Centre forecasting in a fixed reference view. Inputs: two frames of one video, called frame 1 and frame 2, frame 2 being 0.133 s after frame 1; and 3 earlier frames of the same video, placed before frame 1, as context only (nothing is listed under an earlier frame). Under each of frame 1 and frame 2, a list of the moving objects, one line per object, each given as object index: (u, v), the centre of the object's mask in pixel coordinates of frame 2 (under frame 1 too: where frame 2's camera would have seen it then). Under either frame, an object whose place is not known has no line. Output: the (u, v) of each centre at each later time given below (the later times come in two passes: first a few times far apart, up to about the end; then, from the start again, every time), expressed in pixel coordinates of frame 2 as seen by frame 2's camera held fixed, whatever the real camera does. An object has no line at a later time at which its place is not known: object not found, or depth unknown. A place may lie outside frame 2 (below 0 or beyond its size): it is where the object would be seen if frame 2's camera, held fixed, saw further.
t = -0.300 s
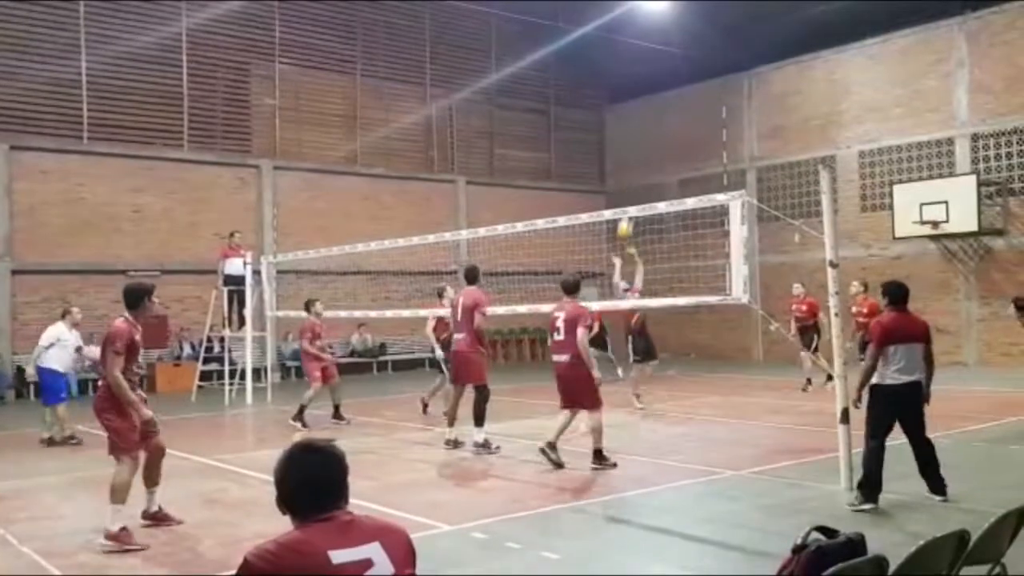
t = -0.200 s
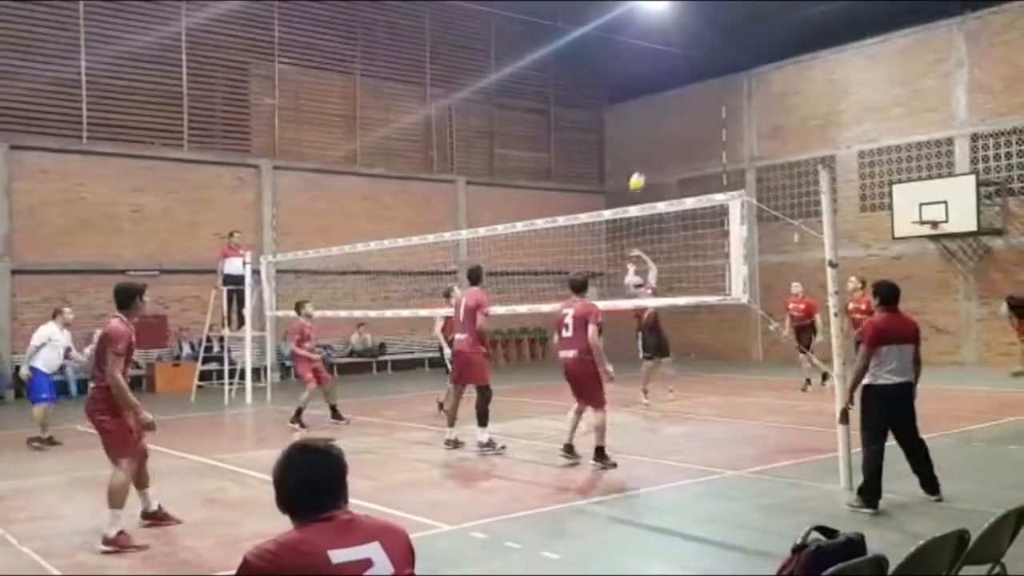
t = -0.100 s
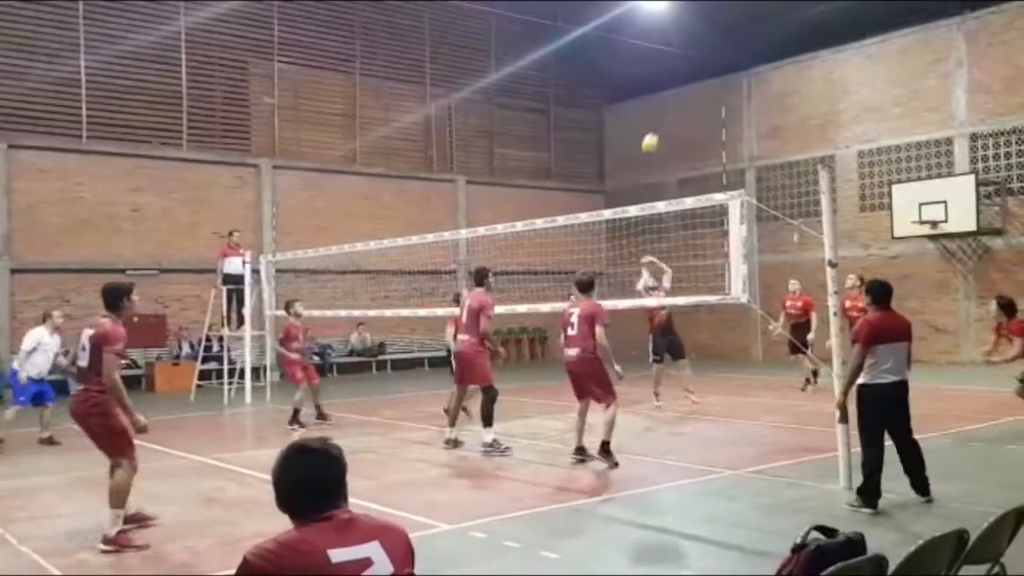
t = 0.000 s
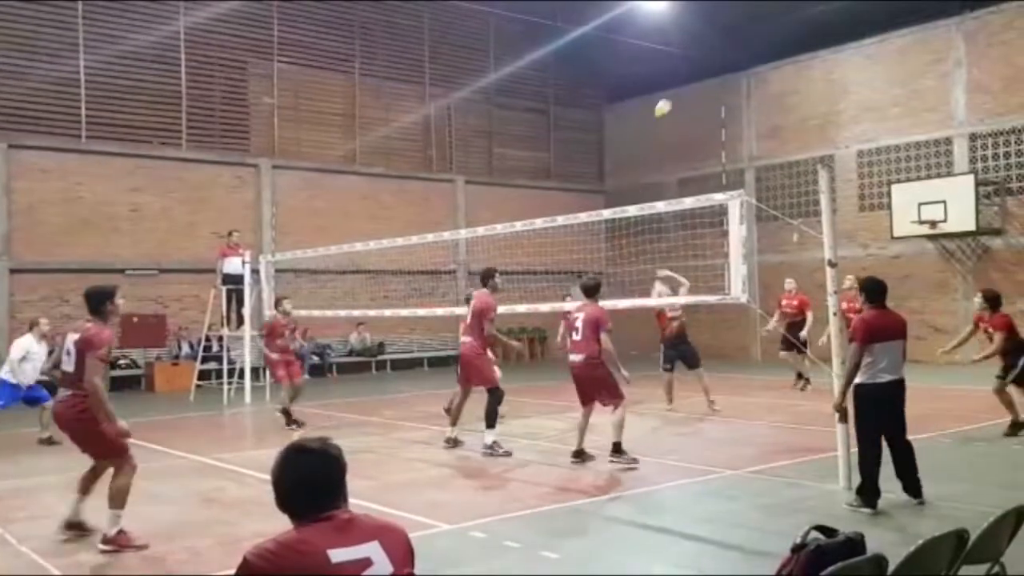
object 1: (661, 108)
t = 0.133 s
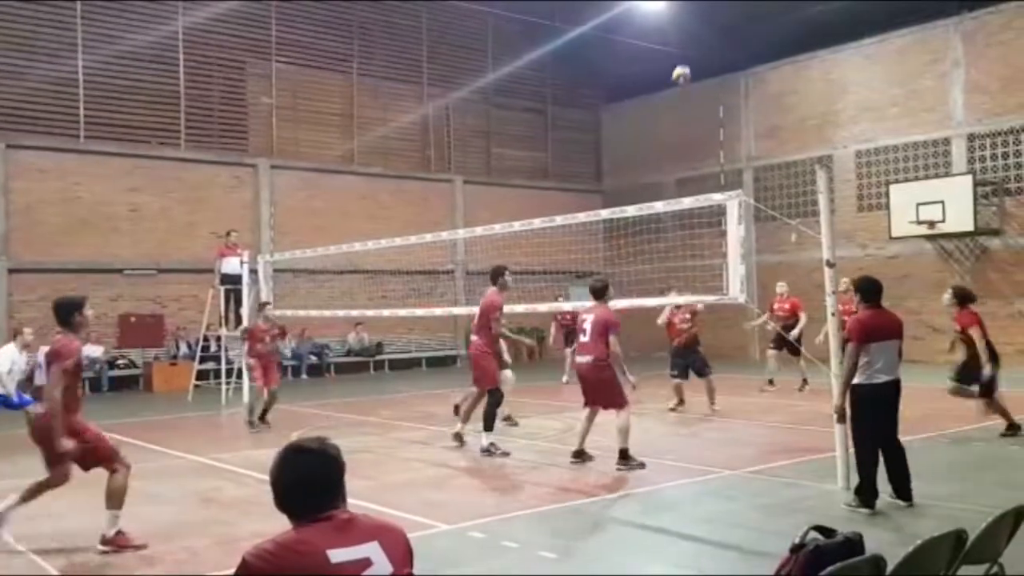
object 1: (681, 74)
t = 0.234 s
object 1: (697, 56)
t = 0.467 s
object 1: (736, 41)
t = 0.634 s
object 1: (767, 56)
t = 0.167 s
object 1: (686, 67)
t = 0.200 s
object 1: (691, 61)
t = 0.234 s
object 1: (697, 56)
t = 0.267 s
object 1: (702, 51)
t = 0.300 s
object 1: (708, 48)
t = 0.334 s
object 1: (713, 44)
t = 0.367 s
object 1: (719, 42)
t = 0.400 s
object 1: (725, 41)
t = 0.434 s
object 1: (731, 40)
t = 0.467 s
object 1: (736, 41)
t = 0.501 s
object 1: (742, 42)
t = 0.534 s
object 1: (748, 44)
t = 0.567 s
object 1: (755, 48)
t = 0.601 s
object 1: (761, 52)
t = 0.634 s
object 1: (767, 56)
